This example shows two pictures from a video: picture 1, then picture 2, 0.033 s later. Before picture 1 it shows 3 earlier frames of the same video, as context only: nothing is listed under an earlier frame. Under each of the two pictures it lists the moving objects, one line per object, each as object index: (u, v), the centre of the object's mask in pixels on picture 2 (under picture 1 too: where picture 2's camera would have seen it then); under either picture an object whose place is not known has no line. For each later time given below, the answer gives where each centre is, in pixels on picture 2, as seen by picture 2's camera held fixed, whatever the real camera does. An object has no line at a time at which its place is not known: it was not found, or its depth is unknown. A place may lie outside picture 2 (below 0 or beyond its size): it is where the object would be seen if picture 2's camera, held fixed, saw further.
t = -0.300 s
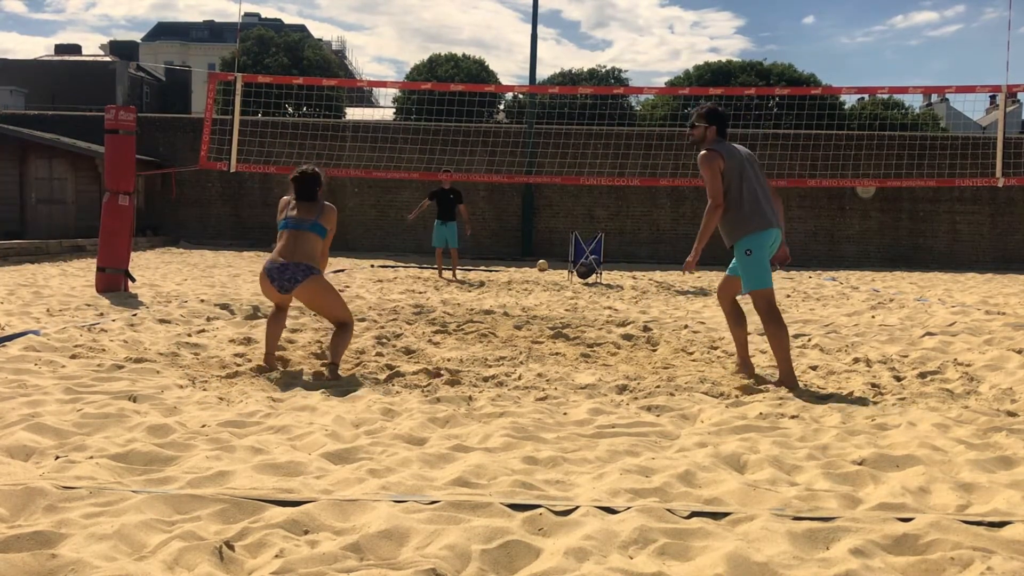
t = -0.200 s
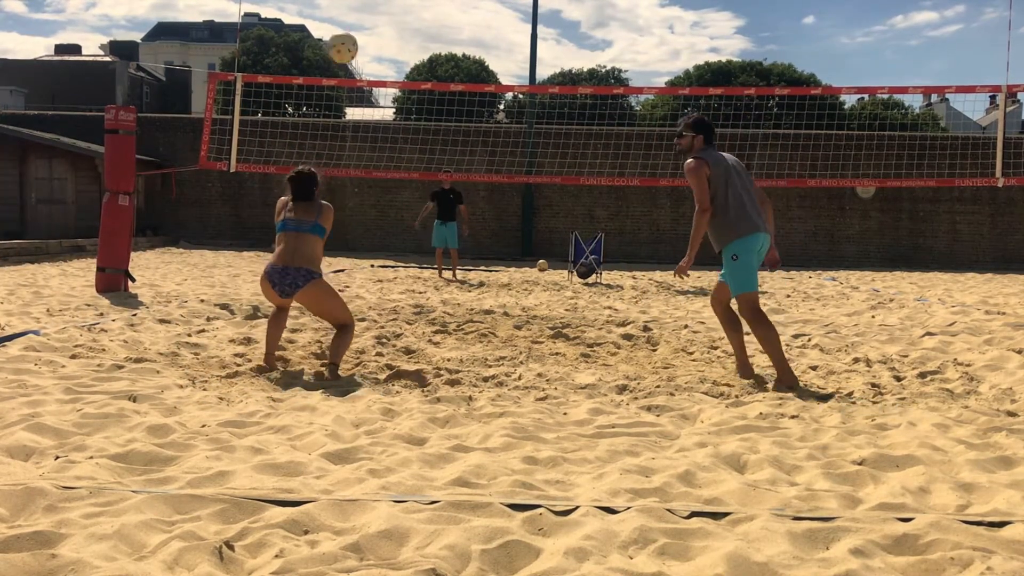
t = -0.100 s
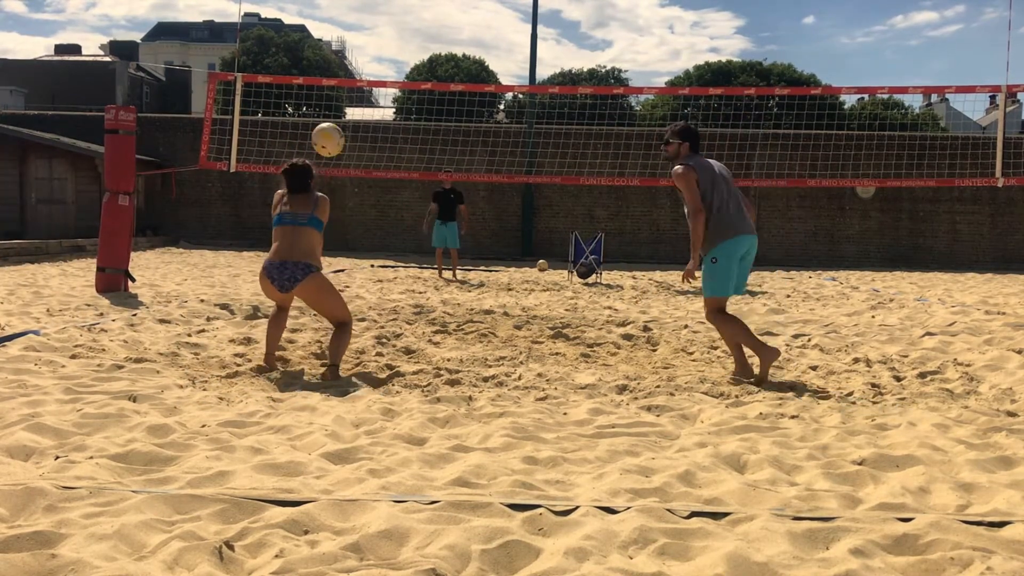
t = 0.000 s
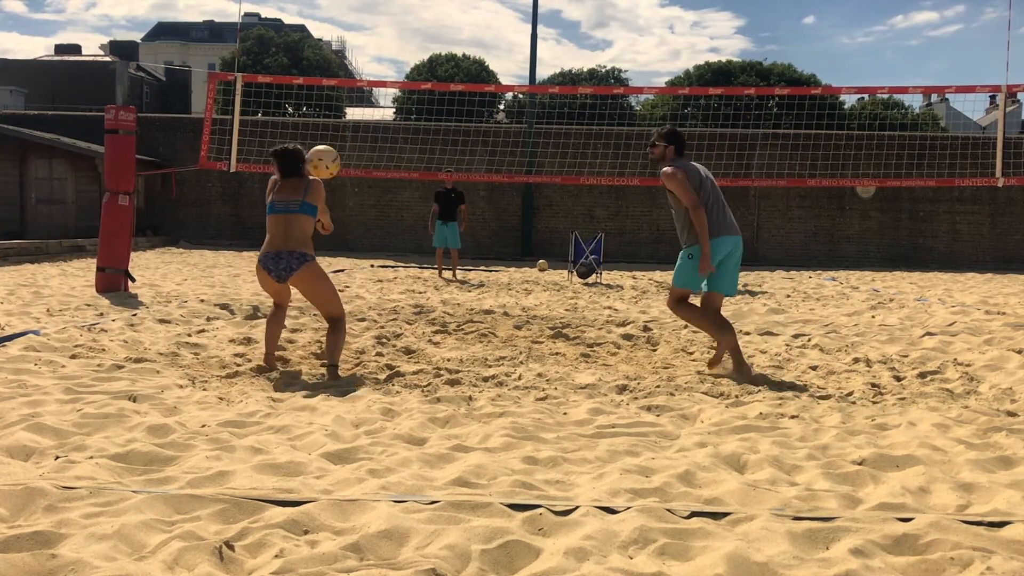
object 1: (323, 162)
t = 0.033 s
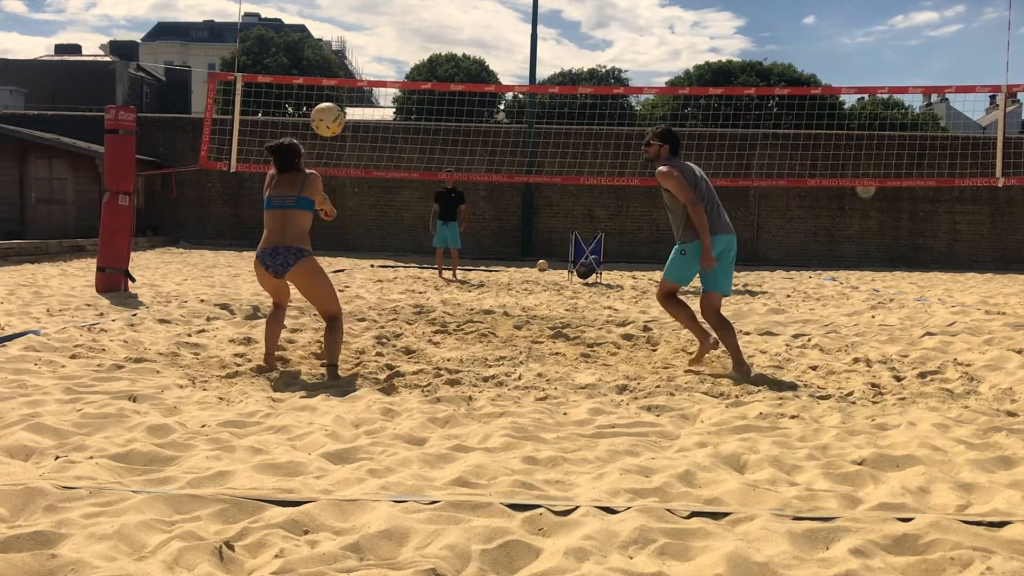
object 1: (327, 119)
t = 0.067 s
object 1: (332, 79)
